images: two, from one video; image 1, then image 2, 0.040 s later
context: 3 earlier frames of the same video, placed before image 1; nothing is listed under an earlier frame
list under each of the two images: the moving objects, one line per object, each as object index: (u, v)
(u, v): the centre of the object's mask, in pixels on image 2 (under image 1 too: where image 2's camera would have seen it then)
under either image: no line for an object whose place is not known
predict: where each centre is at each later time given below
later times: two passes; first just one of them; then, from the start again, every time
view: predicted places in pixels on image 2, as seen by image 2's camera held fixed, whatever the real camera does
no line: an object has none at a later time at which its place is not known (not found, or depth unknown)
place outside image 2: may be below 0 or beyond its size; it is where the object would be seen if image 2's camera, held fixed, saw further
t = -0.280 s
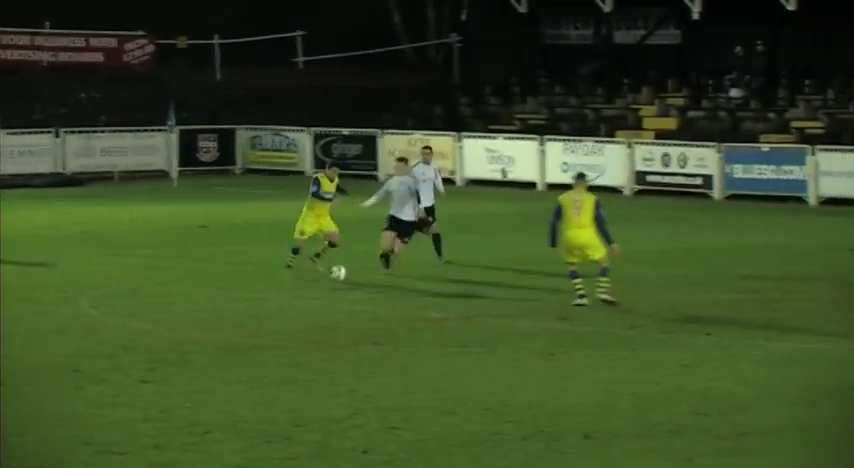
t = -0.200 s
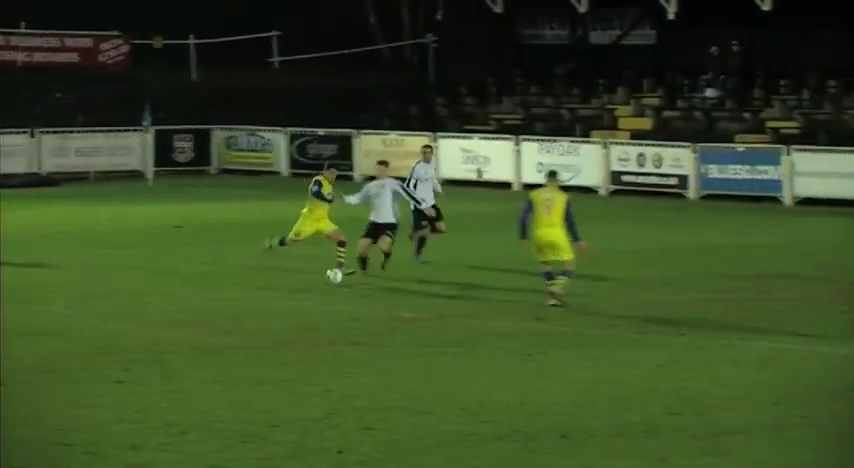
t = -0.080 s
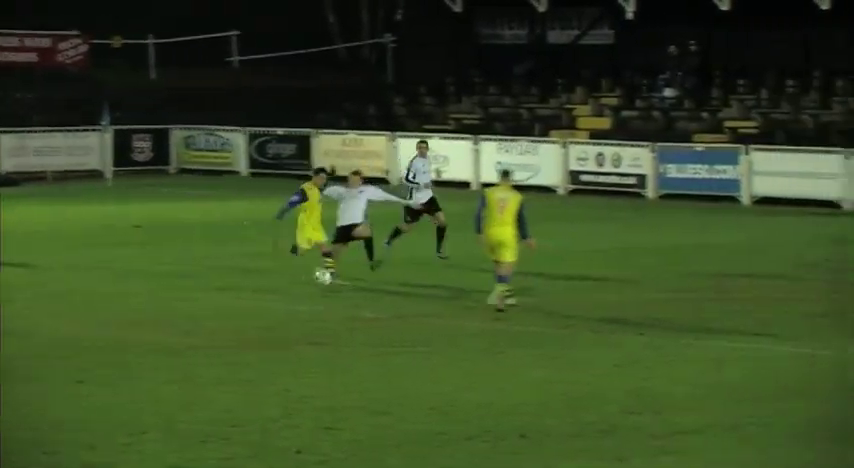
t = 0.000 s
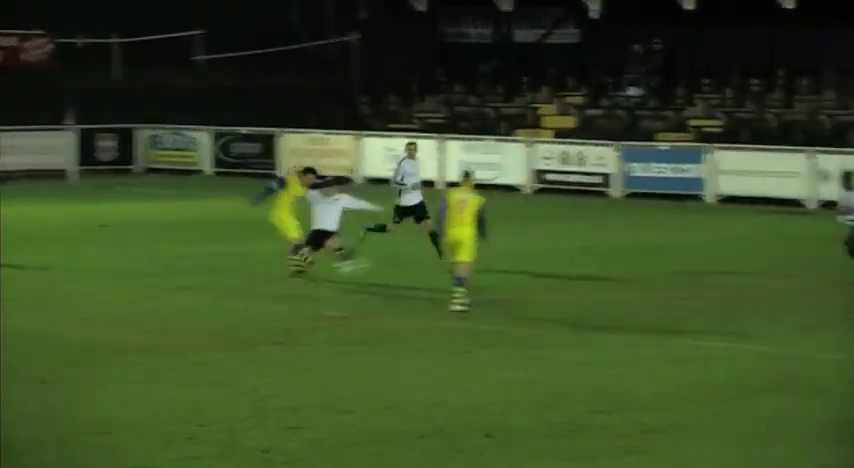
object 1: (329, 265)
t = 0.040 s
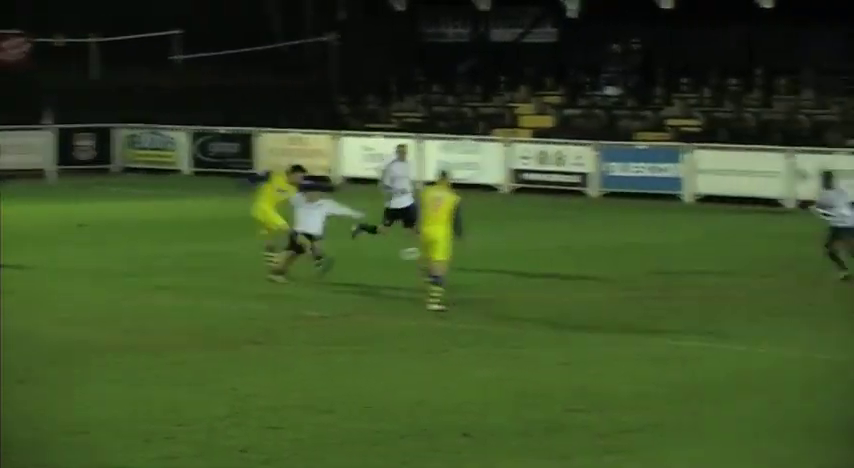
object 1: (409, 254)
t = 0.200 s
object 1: (729, 223)
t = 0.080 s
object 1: (496, 243)
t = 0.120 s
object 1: (575, 235)
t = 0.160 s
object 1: (654, 229)
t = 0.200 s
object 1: (729, 223)
